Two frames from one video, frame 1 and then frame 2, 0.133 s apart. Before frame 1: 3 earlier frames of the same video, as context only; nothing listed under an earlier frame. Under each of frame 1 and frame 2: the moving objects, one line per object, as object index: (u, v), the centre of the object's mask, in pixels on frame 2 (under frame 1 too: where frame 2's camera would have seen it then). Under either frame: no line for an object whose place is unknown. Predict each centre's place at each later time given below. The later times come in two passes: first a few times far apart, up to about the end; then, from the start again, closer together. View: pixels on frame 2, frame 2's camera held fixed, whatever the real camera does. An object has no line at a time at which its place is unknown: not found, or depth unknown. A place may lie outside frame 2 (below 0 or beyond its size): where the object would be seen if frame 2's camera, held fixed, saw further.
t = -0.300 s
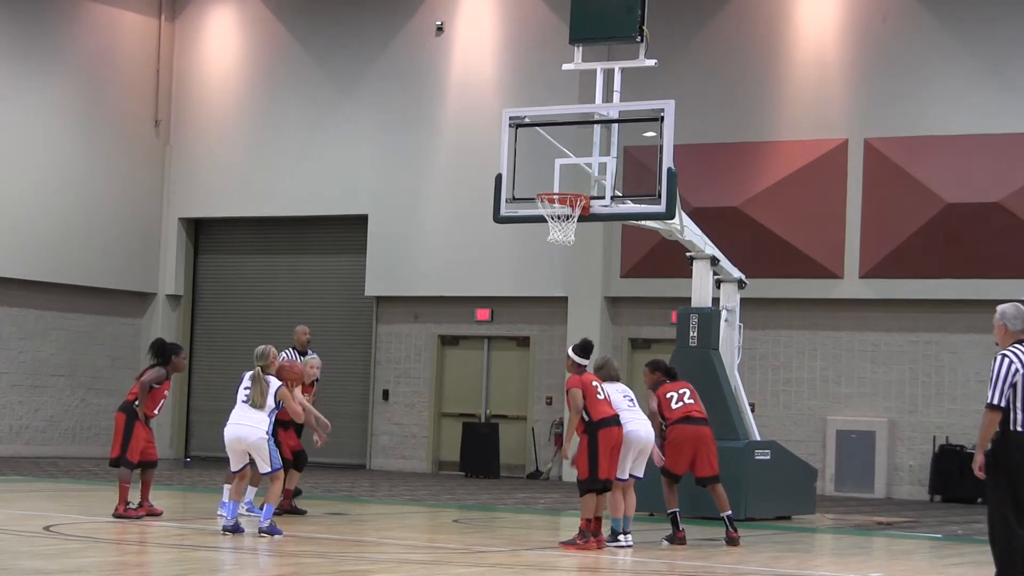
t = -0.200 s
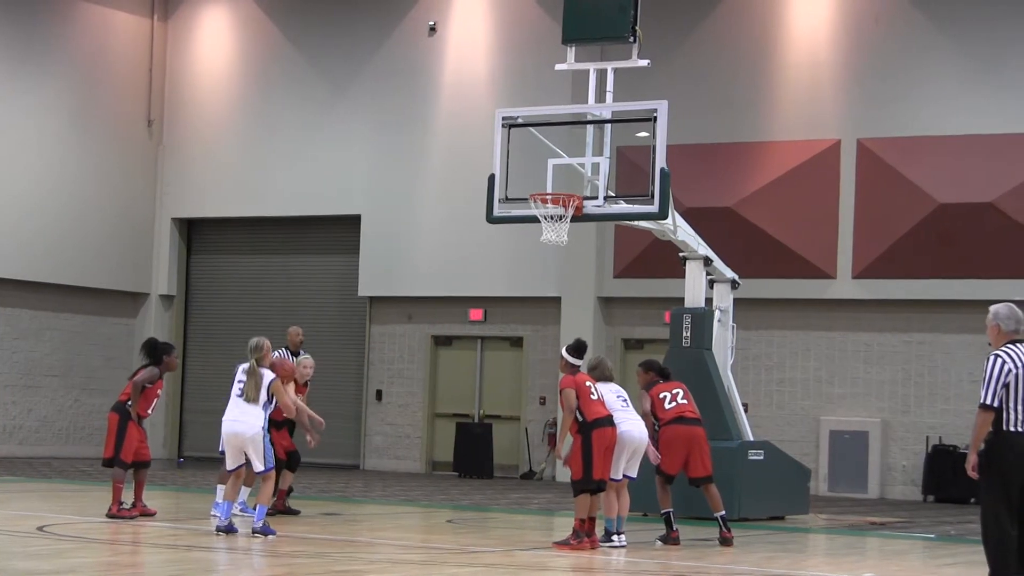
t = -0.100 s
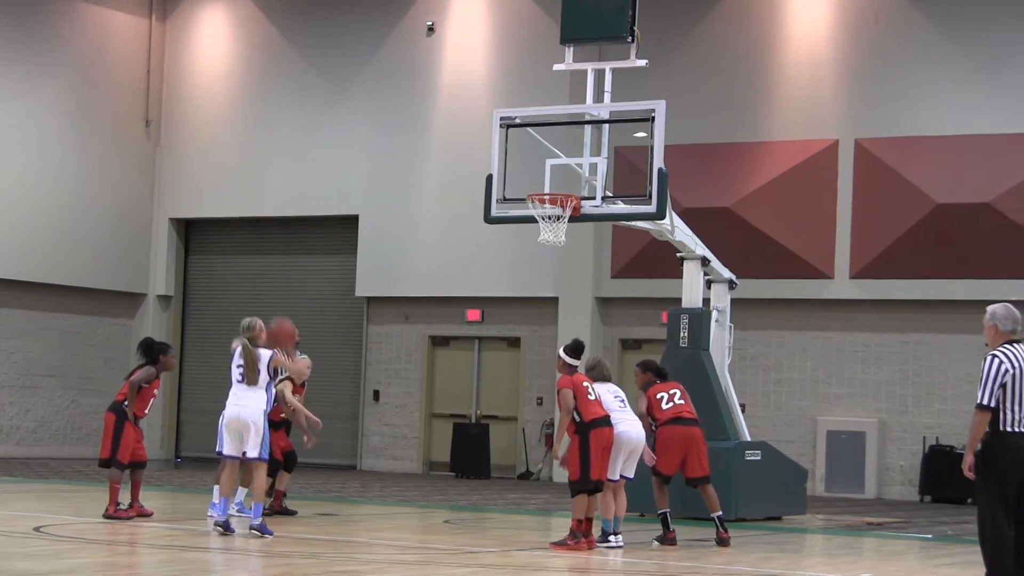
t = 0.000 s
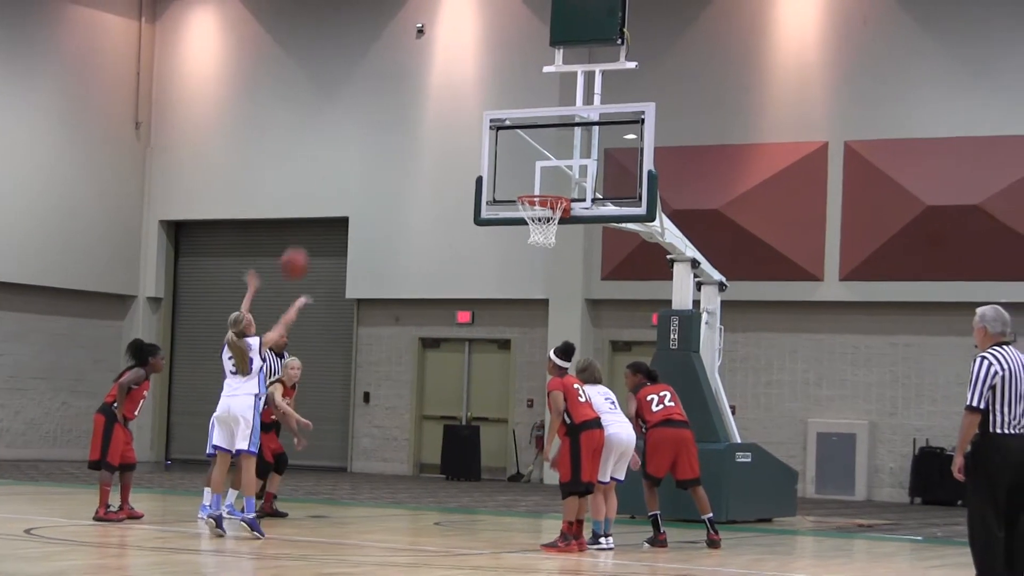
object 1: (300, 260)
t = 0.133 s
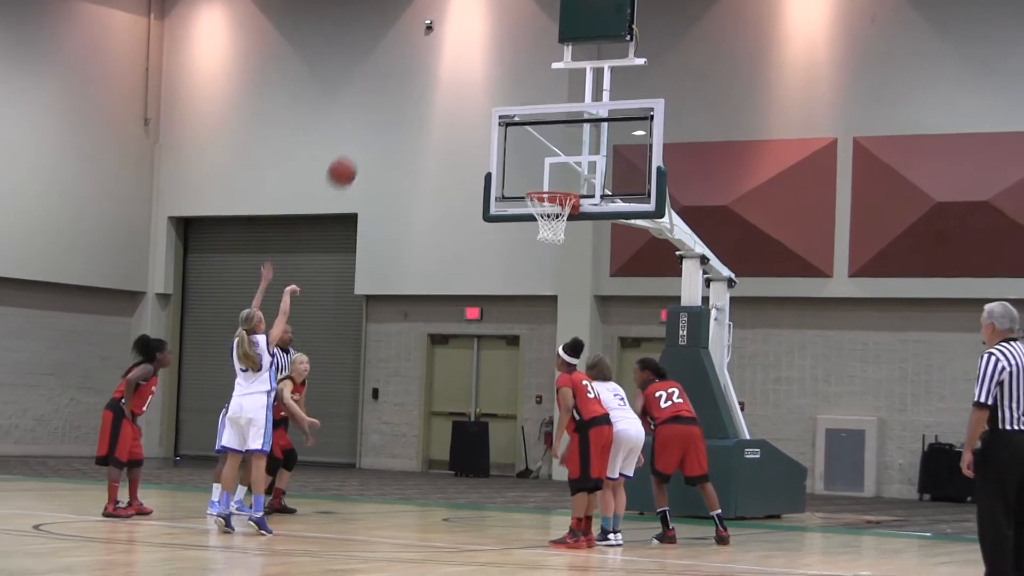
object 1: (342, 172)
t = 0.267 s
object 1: (378, 108)
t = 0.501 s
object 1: (435, 50)
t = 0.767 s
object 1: (491, 60)
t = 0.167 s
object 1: (350, 153)
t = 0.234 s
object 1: (369, 122)
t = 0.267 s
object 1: (378, 108)
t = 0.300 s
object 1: (387, 95)
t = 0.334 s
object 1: (397, 85)
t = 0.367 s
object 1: (405, 75)
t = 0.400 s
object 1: (413, 67)
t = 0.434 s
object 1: (421, 59)
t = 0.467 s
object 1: (428, 53)
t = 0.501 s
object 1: (435, 50)
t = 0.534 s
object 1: (443, 47)
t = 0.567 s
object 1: (451, 45)
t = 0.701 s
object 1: (479, 50)
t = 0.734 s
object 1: (485, 54)
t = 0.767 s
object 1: (491, 60)
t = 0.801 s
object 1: (497, 66)
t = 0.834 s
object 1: (502, 74)
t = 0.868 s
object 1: (508, 83)
